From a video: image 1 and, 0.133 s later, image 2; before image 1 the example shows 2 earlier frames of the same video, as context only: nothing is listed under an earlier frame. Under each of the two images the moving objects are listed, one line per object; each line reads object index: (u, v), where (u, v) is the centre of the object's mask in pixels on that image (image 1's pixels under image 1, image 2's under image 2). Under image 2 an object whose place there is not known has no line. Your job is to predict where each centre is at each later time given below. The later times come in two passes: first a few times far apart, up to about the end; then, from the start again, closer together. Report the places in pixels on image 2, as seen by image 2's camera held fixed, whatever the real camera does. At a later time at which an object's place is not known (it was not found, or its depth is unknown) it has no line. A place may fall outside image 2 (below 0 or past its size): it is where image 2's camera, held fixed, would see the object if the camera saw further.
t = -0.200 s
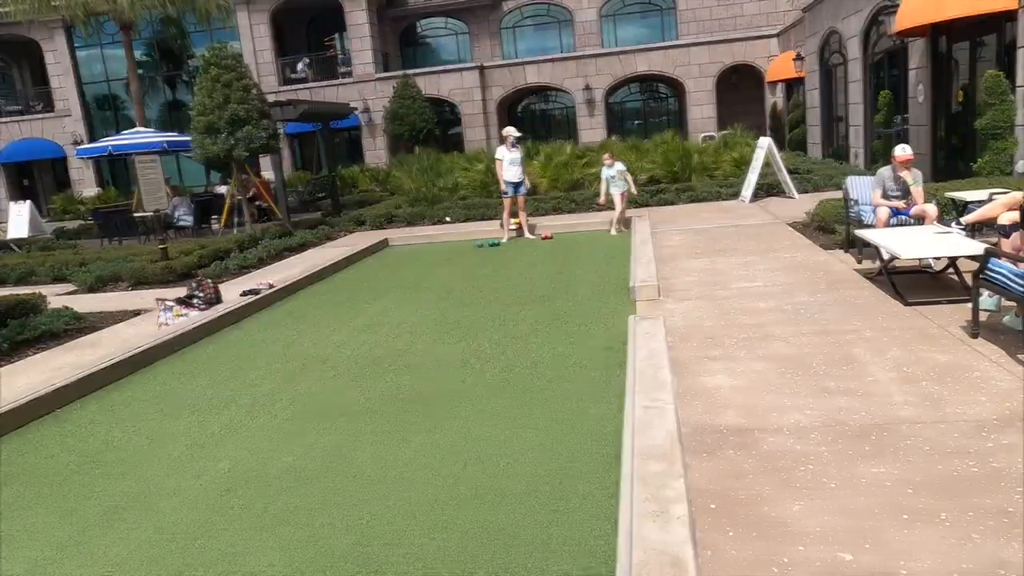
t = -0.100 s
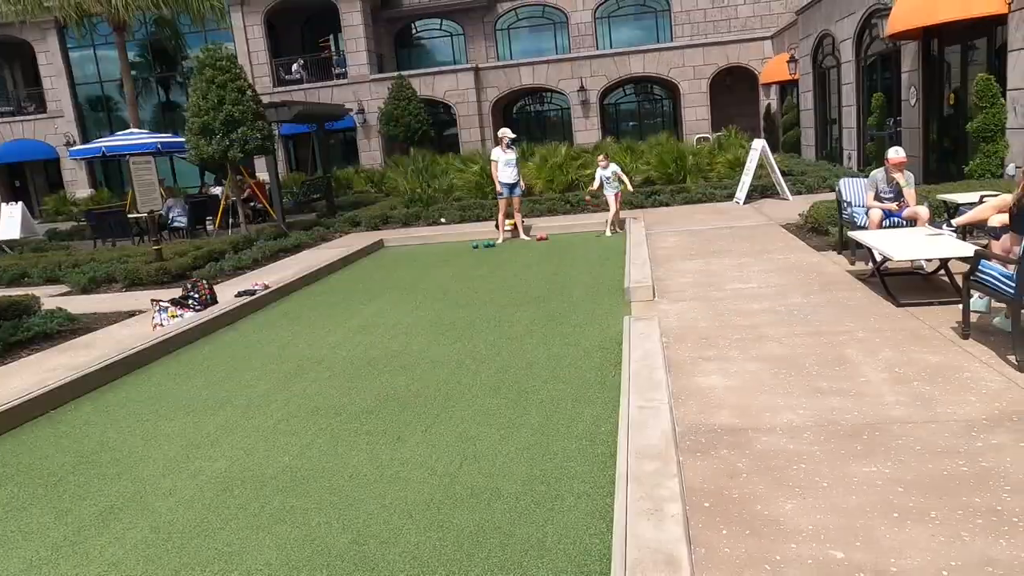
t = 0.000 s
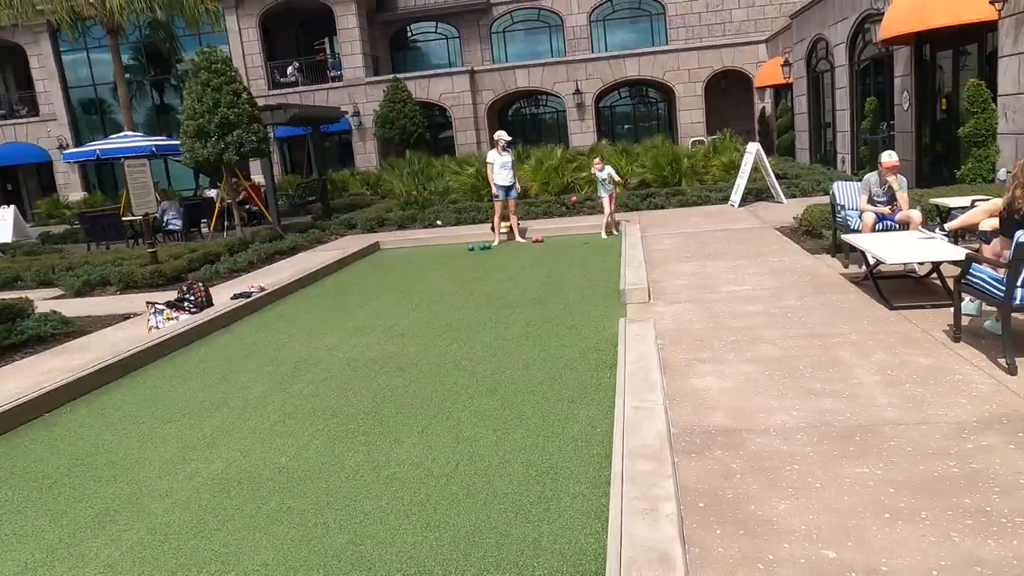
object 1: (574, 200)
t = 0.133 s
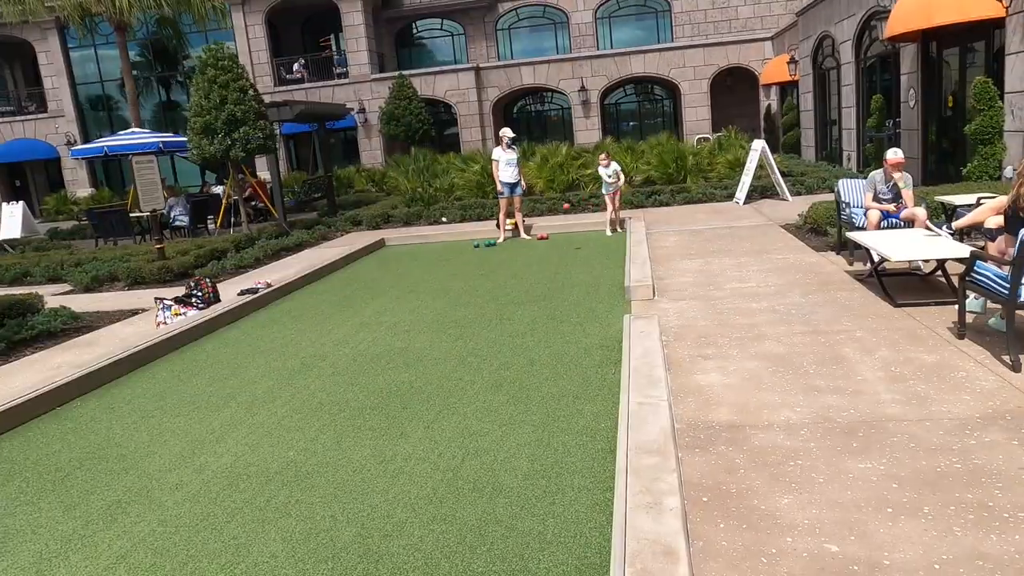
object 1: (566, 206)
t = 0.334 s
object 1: (545, 253)
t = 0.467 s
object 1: (531, 259)
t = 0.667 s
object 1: (508, 263)
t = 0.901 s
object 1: (478, 298)
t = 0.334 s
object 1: (545, 253)
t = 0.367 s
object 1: (542, 265)
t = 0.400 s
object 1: (538, 266)
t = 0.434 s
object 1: (535, 262)
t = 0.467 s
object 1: (531, 259)
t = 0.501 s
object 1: (527, 257)
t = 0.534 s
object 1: (523, 256)
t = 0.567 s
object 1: (519, 257)
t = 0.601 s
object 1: (515, 258)
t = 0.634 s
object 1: (512, 260)
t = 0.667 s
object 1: (508, 263)
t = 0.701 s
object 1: (504, 268)
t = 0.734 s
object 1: (500, 274)
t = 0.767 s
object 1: (496, 282)
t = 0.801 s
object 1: (492, 290)
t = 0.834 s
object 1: (488, 301)
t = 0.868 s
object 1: (483, 300)
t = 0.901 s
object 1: (478, 298)
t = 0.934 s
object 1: (472, 298)
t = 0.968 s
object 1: (467, 299)
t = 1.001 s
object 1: (461, 301)
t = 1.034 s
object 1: (456, 305)
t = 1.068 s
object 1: (450, 310)
